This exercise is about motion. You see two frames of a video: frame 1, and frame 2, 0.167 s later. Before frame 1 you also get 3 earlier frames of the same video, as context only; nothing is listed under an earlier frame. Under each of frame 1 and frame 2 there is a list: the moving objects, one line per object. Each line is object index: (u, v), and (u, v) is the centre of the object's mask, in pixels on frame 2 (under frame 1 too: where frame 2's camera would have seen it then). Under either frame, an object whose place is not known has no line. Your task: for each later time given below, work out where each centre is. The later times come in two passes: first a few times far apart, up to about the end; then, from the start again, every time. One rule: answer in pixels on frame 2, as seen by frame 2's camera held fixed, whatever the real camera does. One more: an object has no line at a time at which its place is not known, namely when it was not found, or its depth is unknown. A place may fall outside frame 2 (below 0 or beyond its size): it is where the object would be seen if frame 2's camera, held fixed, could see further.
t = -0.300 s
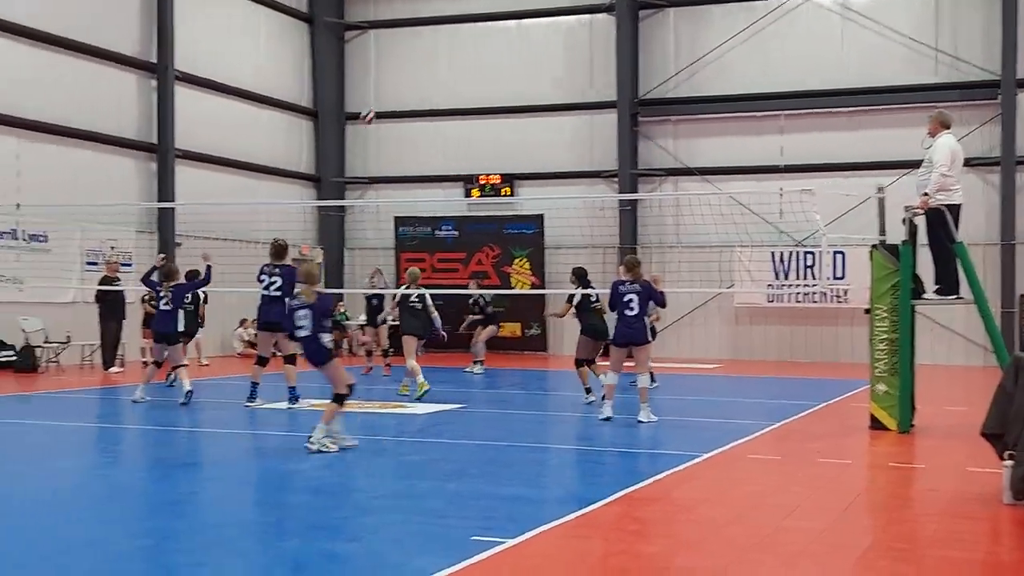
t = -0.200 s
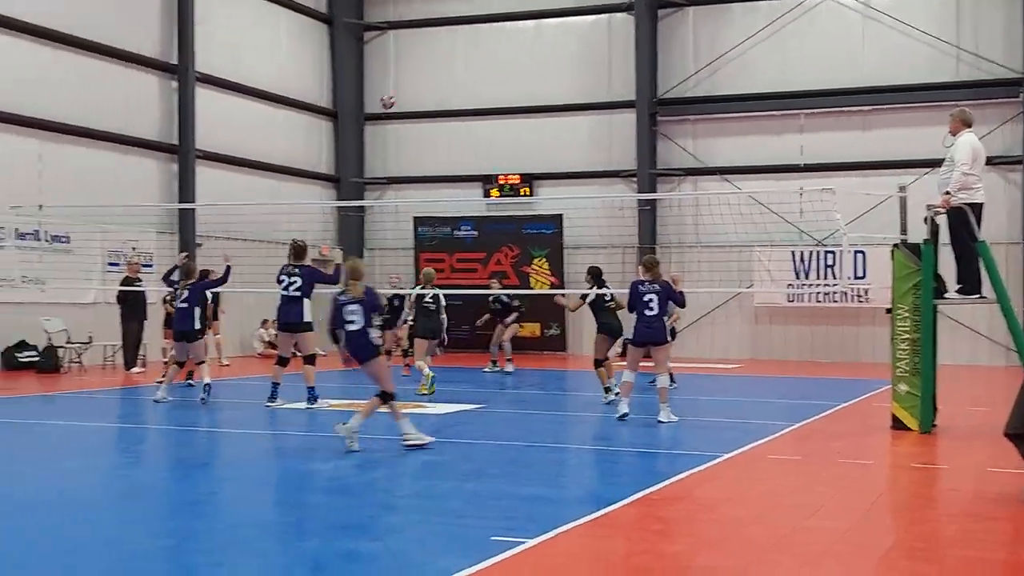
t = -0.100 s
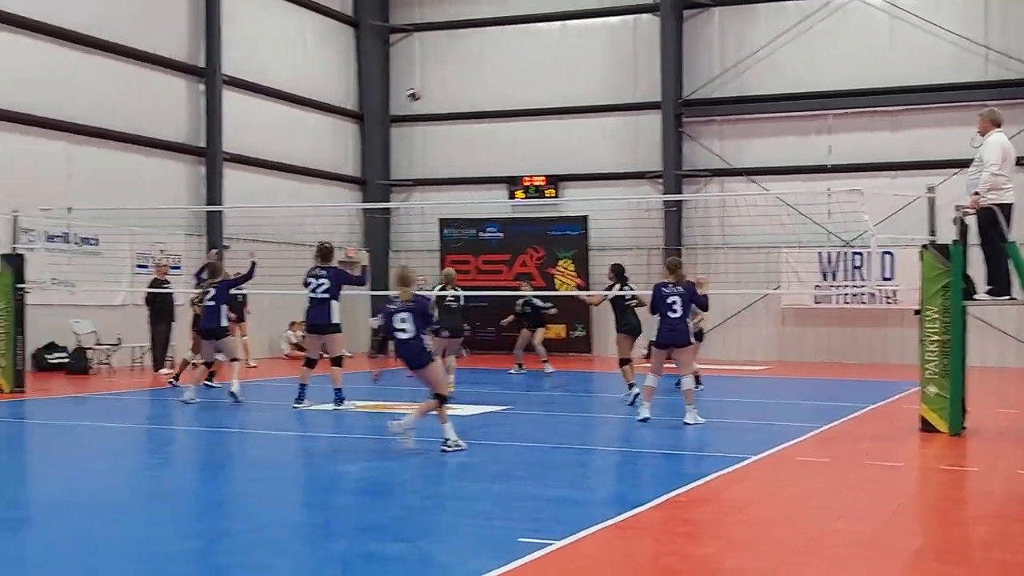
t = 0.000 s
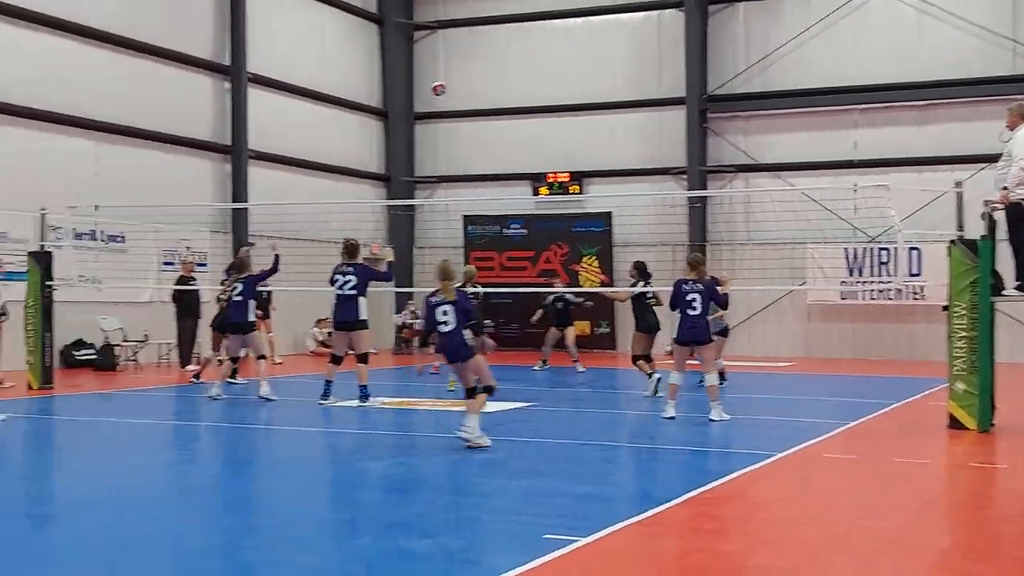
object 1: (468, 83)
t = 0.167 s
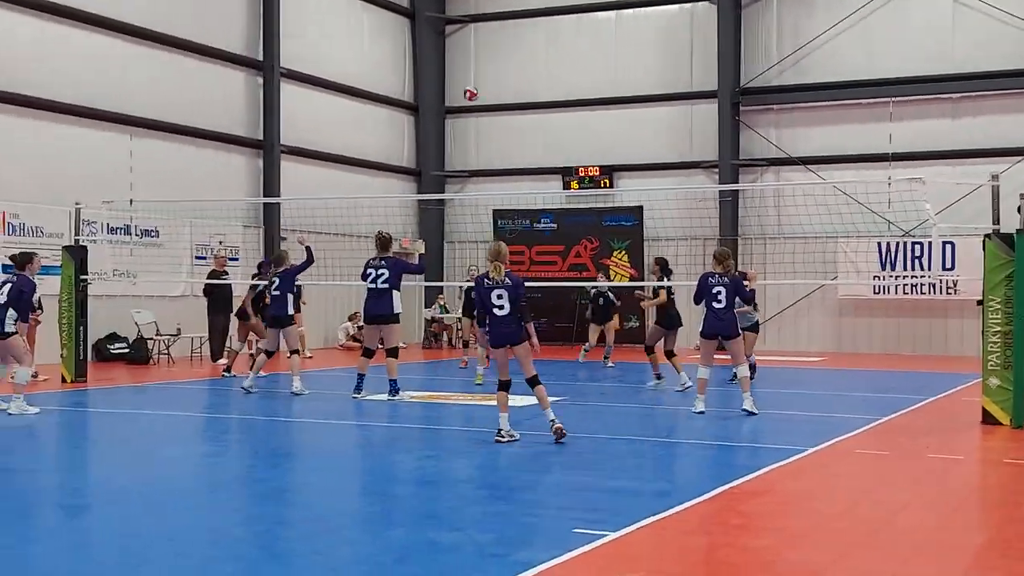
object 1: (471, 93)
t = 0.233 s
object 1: (471, 104)
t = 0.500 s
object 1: (473, 176)
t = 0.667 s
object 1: (475, 249)
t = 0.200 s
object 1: (470, 98)
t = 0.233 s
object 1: (471, 104)
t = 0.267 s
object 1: (471, 109)
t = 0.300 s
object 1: (471, 116)
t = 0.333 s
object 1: (471, 124)
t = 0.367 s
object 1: (472, 134)
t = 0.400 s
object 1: (471, 143)
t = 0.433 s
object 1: (472, 154)
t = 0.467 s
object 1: (473, 164)
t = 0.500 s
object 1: (473, 176)
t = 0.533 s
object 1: (474, 189)
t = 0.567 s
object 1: (473, 204)
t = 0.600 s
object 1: (474, 217)
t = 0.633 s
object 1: (474, 233)
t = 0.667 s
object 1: (475, 249)
